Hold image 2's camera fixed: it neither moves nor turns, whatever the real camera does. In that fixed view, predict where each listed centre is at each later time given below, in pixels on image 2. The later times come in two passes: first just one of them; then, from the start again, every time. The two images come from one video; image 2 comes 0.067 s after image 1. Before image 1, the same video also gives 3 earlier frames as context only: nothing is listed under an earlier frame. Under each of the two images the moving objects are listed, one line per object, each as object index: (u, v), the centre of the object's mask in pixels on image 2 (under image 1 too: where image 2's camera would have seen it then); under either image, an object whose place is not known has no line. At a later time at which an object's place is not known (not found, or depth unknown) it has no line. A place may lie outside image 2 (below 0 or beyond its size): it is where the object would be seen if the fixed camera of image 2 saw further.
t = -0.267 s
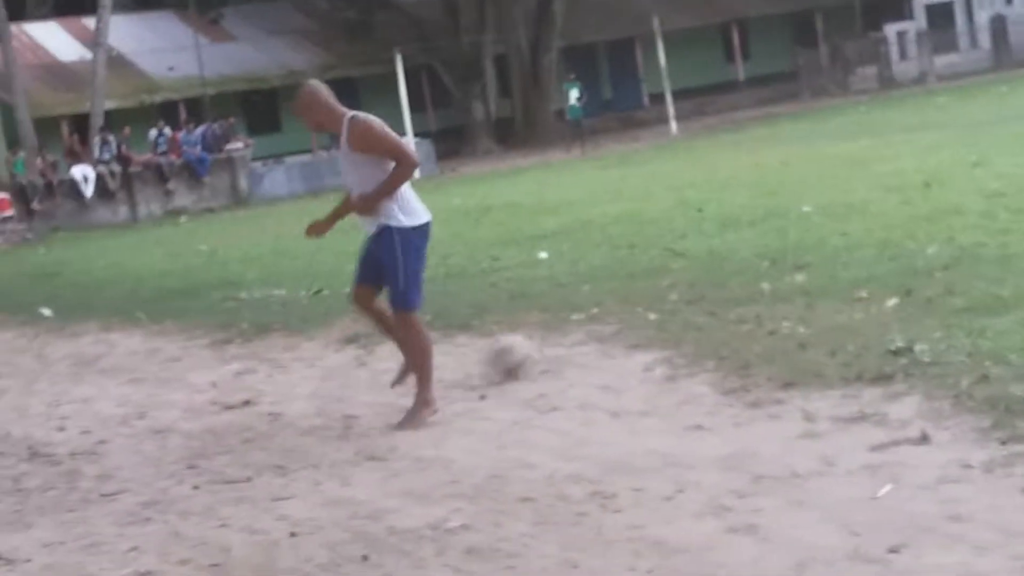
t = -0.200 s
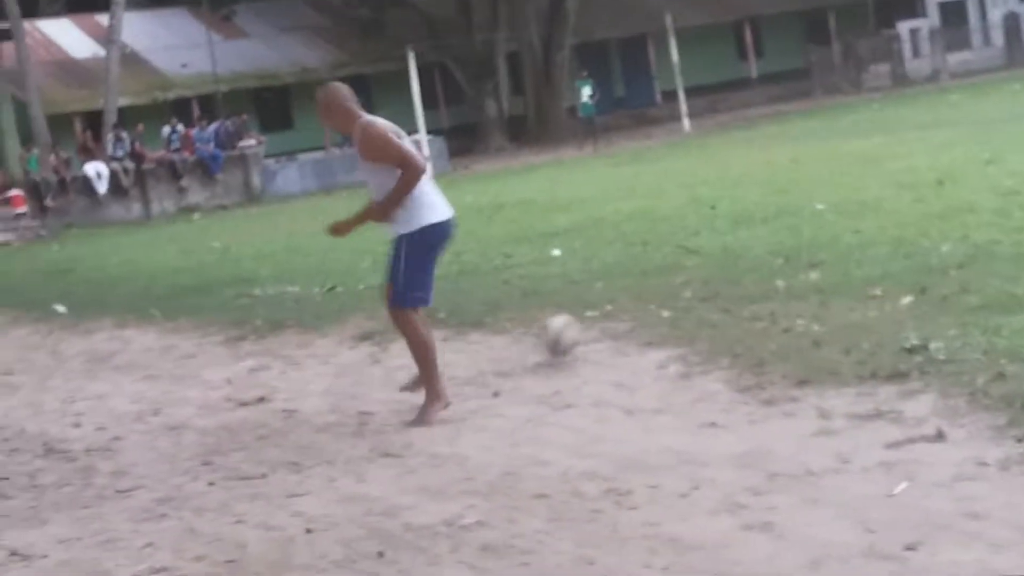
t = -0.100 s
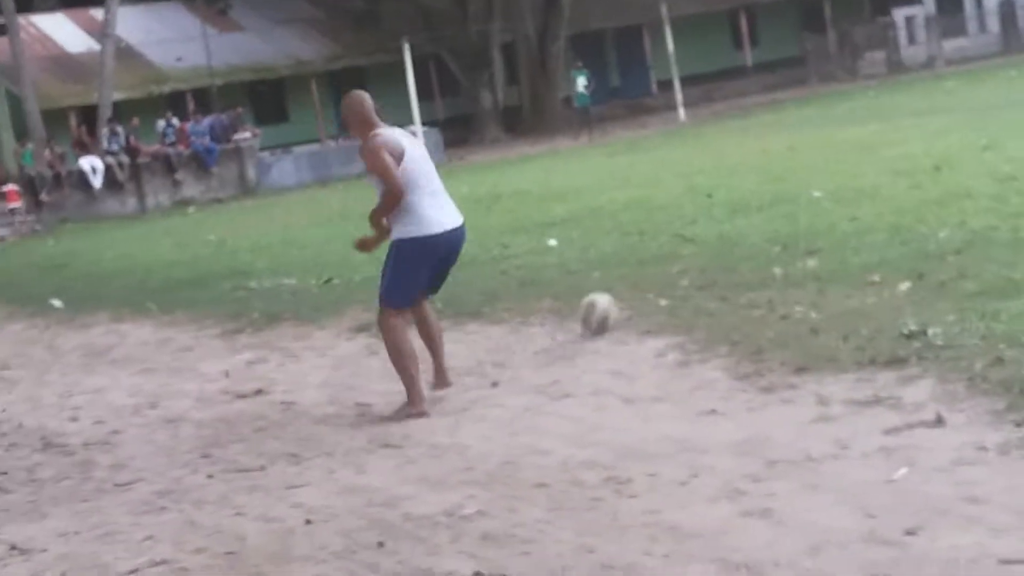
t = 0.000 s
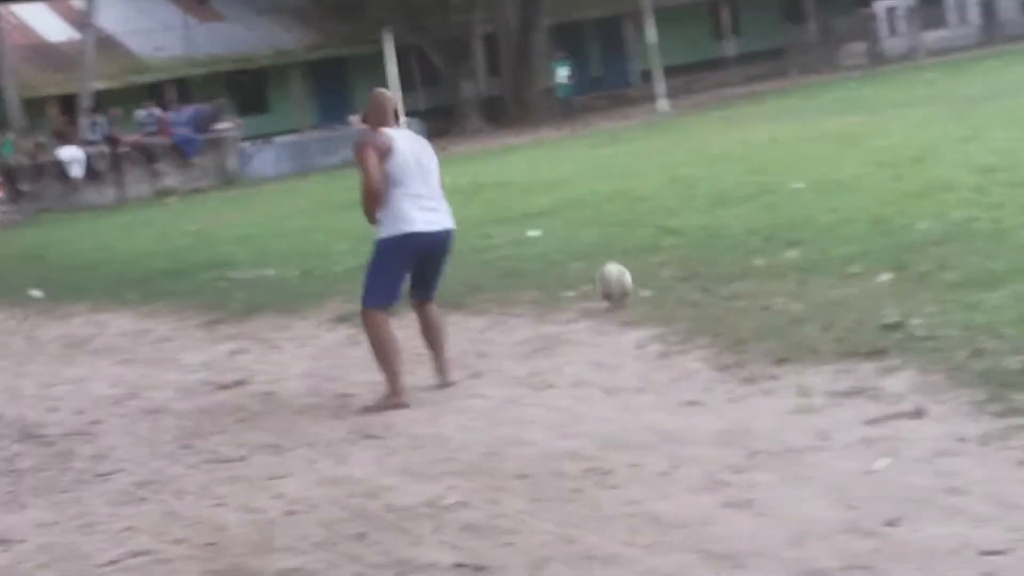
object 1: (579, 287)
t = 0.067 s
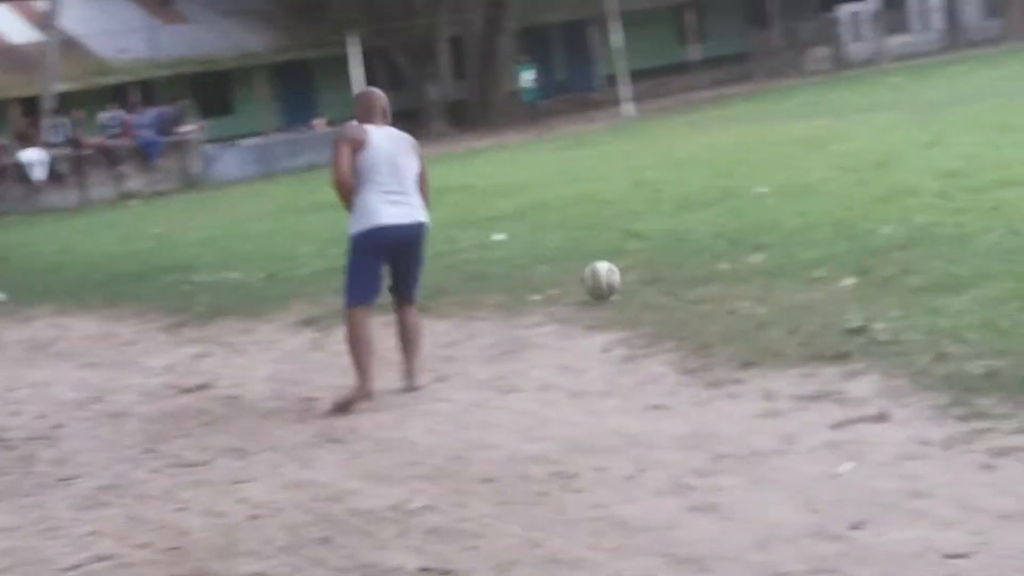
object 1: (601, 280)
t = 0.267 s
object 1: (655, 244)
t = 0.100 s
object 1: (611, 278)
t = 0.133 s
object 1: (621, 268)
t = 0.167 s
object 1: (630, 258)
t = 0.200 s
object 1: (638, 252)
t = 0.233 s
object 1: (649, 248)
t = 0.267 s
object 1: (655, 244)
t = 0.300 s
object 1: (664, 244)
